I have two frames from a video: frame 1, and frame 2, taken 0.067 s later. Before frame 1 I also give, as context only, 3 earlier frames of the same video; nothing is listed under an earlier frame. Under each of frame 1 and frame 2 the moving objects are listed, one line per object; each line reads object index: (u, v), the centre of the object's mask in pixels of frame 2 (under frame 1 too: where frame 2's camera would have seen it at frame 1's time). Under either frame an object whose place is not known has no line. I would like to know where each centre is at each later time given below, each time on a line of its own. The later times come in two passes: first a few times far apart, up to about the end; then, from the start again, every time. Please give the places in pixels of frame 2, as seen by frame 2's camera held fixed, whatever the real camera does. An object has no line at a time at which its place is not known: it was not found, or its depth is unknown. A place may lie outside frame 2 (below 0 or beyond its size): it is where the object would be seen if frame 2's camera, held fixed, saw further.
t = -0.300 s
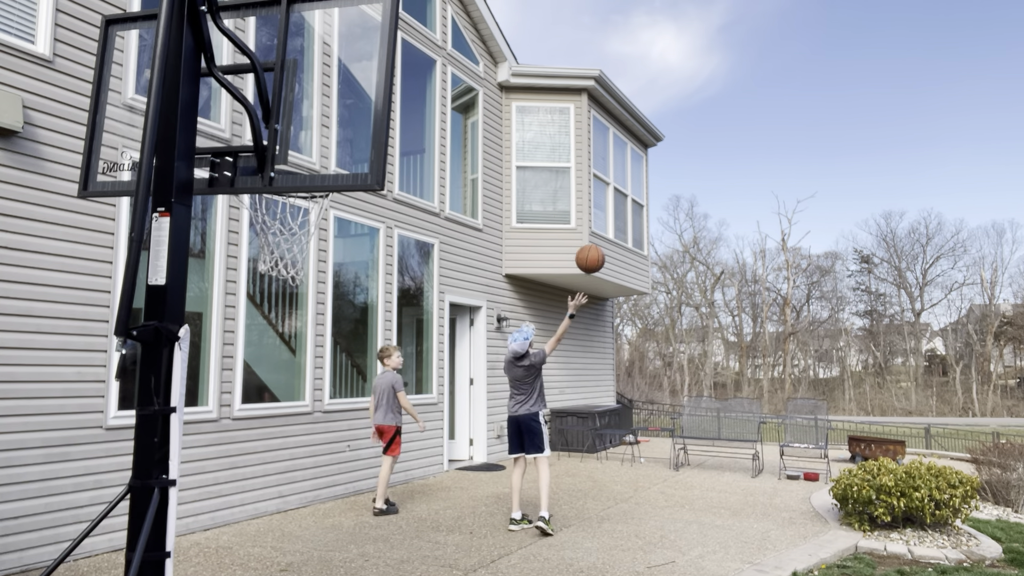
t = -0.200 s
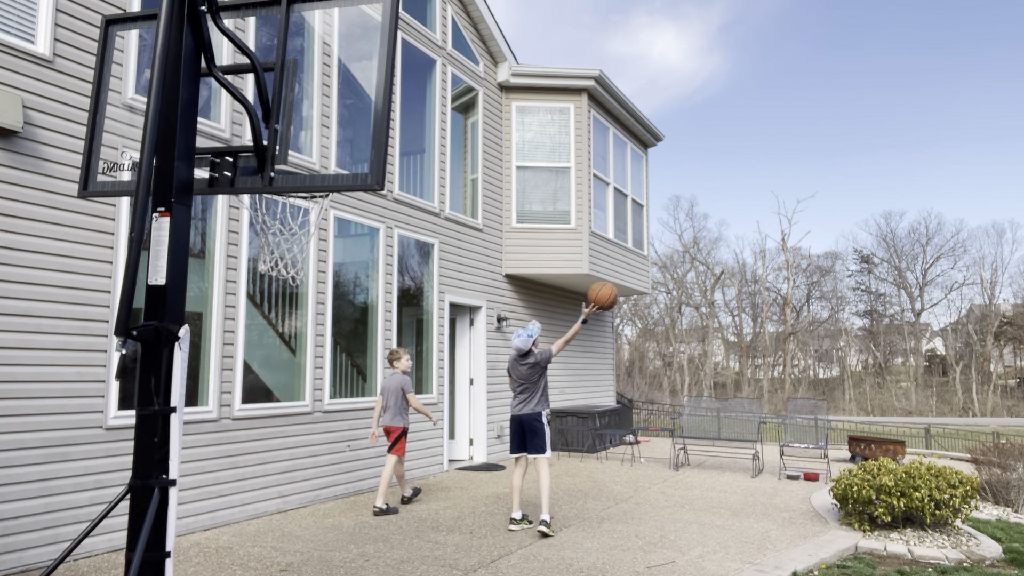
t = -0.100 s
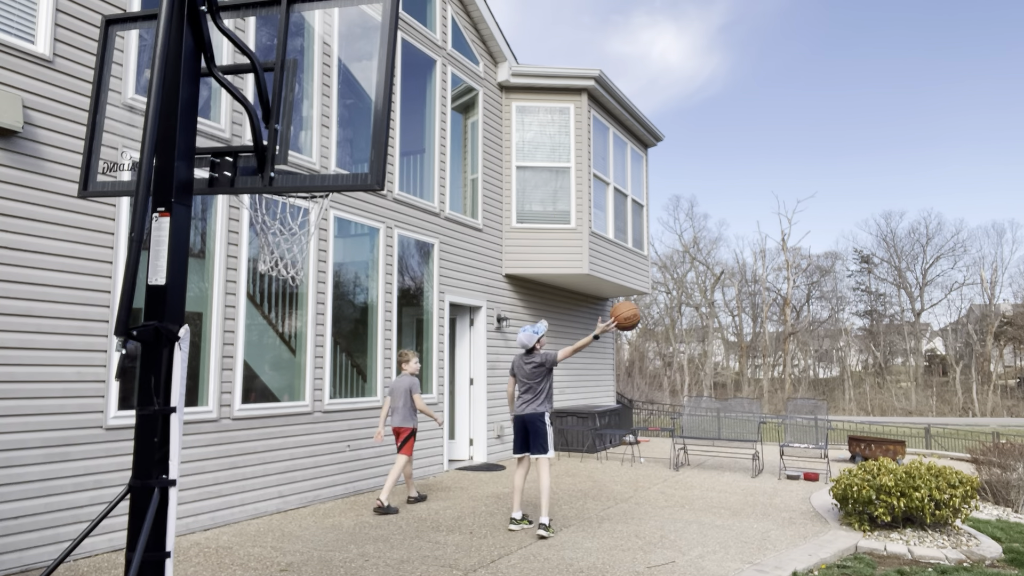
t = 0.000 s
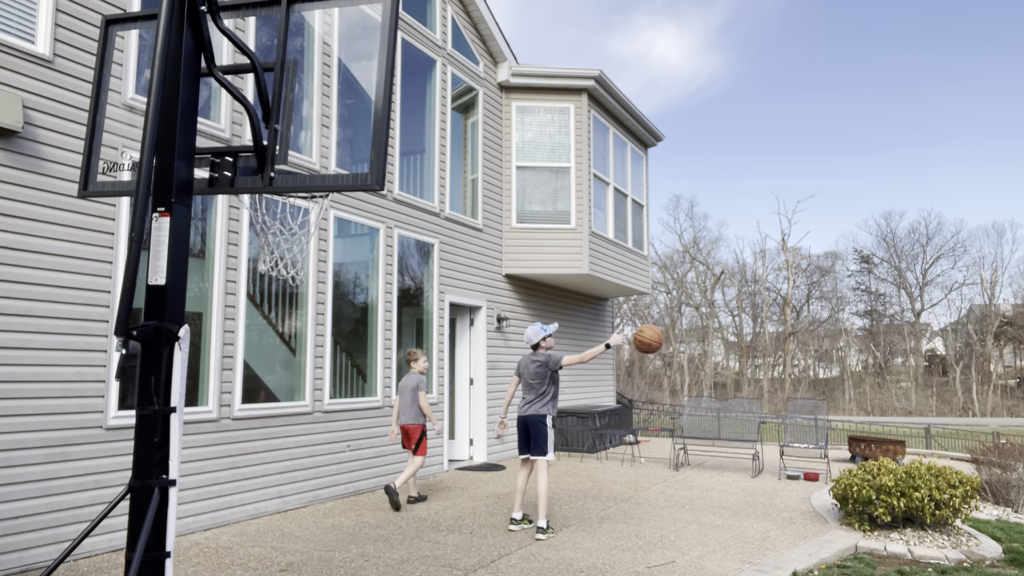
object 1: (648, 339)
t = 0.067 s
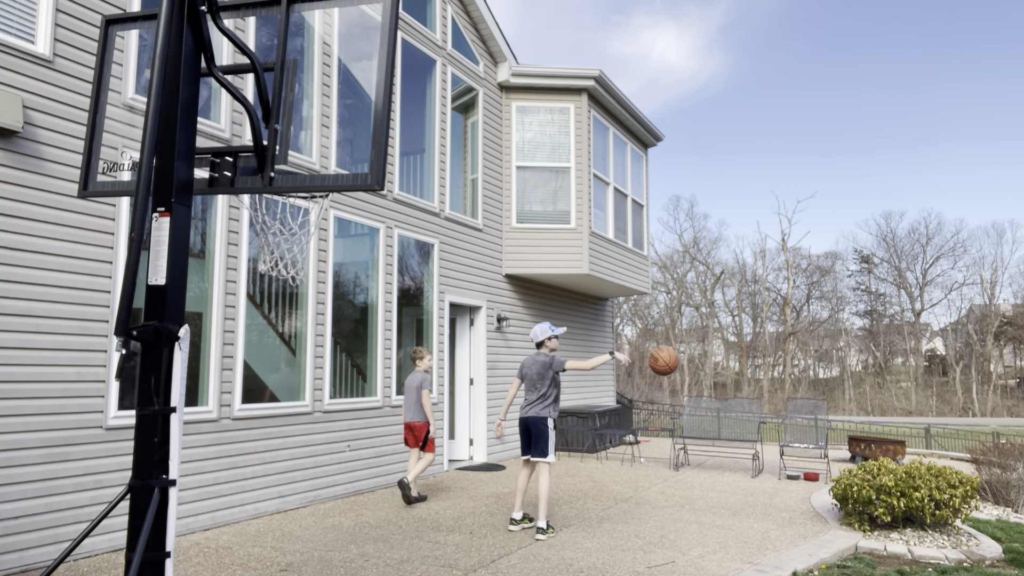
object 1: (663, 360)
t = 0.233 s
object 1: (702, 438)
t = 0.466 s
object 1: (748, 473)
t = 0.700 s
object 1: (784, 396)
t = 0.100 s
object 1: (671, 373)
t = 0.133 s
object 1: (679, 387)
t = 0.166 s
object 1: (686, 403)
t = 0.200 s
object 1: (694, 420)
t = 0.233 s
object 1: (702, 438)
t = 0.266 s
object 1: (709, 457)
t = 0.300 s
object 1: (717, 478)
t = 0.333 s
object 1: (725, 501)
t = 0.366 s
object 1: (733, 524)
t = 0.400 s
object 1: (738, 509)
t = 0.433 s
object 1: (743, 490)
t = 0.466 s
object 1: (748, 473)
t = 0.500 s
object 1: (753, 457)
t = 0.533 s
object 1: (758, 443)
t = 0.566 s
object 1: (763, 431)
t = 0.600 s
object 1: (768, 420)
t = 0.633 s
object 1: (774, 410)
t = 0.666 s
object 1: (779, 402)
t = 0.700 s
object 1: (784, 396)
